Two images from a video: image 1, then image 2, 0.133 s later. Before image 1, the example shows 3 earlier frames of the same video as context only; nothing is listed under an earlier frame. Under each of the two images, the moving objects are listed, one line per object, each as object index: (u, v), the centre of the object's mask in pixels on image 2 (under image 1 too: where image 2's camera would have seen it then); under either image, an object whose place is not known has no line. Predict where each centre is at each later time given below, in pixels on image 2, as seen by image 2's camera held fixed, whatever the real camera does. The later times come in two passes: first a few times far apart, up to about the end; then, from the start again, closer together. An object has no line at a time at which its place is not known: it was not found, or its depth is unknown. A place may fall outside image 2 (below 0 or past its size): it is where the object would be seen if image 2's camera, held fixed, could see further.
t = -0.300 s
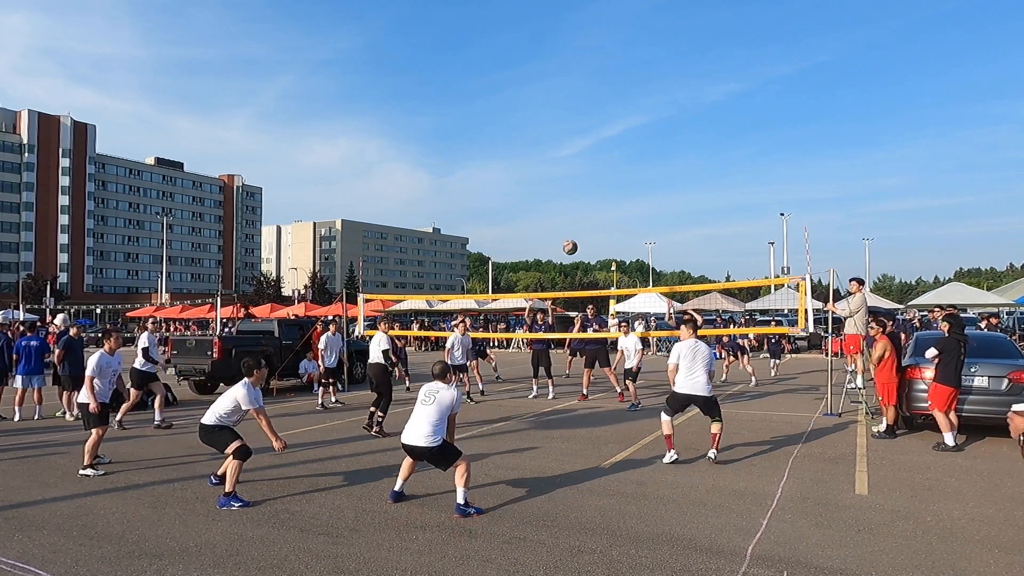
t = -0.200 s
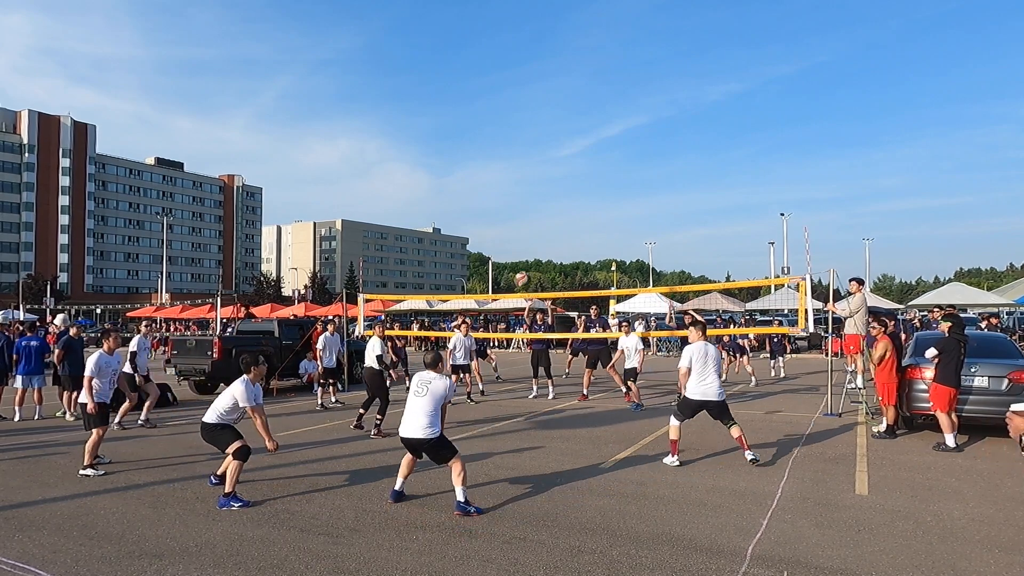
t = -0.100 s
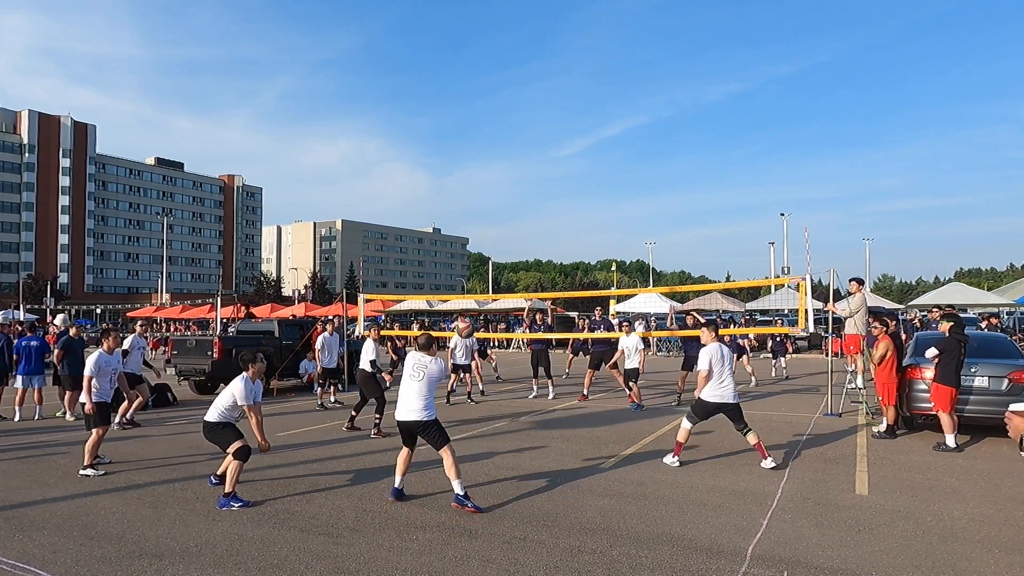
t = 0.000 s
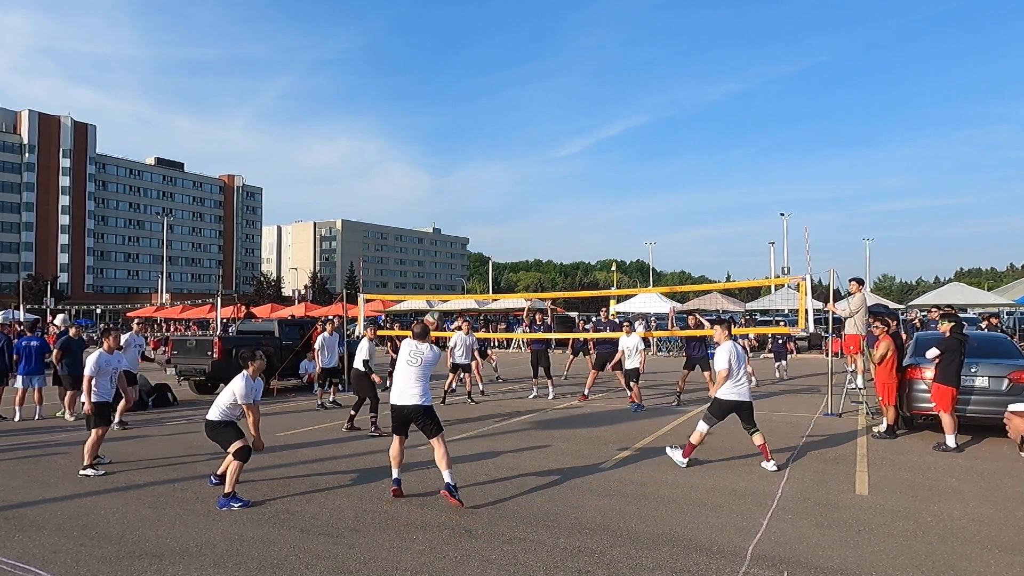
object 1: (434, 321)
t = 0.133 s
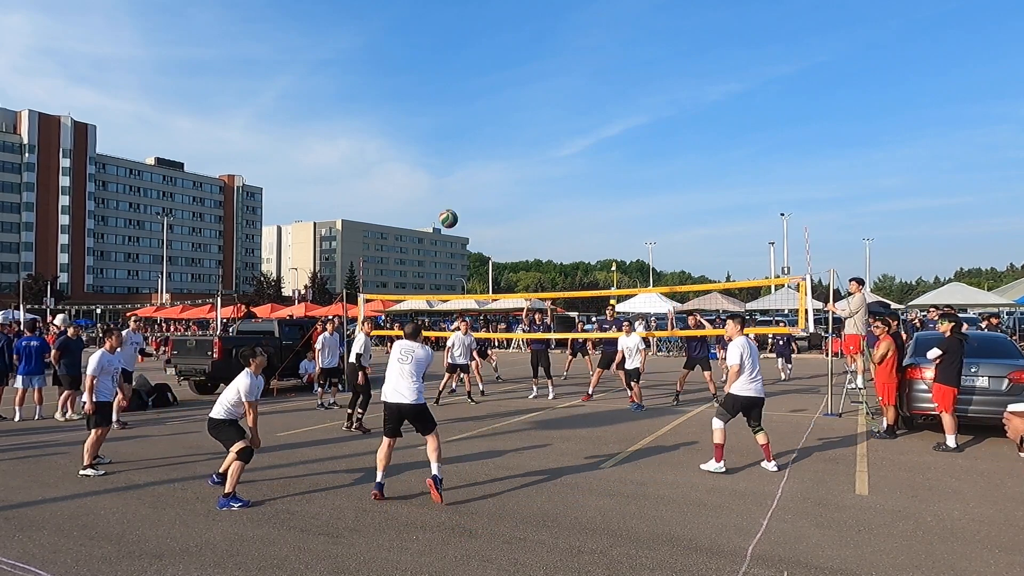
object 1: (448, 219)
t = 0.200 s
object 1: (454, 179)
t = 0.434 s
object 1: (472, 85)
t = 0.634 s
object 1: (484, 49)
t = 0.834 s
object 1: (494, 44)
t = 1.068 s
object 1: (503, 69)
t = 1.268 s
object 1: (510, 112)
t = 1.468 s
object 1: (517, 171)
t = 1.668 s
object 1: (522, 243)
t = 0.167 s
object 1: (451, 198)
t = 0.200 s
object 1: (454, 179)
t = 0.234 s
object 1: (457, 161)
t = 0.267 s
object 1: (460, 145)
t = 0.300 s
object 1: (462, 131)
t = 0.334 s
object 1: (465, 118)
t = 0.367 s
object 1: (467, 105)
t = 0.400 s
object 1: (470, 95)
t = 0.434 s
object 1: (472, 85)
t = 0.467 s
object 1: (474, 77)
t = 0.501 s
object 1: (476, 69)
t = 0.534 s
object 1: (478, 63)
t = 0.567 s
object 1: (480, 57)
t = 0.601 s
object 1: (482, 53)
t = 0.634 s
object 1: (484, 49)
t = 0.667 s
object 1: (486, 46)
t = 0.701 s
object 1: (487, 45)
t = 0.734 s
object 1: (489, 44)
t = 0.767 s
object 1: (491, 43)
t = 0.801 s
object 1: (492, 43)
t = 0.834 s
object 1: (494, 44)
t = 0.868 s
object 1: (495, 46)
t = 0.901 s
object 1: (497, 48)
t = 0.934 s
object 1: (498, 51)
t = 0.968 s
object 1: (499, 55)
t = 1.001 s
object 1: (501, 59)
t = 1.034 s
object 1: (502, 64)
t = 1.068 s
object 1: (503, 69)
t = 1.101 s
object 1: (505, 75)
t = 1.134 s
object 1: (506, 82)
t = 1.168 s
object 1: (507, 89)
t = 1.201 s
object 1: (508, 96)
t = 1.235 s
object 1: (509, 104)
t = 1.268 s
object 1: (510, 112)
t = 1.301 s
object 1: (511, 121)
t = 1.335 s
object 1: (513, 130)
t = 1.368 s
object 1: (514, 140)
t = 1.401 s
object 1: (515, 150)
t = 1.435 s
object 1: (516, 160)
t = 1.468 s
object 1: (517, 171)
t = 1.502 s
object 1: (517, 183)
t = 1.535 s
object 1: (519, 194)
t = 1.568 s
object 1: (519, 206)
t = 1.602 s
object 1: (520, 218)
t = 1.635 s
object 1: (521, 231)
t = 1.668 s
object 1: (522, 243)
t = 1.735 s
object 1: (524, 269)
